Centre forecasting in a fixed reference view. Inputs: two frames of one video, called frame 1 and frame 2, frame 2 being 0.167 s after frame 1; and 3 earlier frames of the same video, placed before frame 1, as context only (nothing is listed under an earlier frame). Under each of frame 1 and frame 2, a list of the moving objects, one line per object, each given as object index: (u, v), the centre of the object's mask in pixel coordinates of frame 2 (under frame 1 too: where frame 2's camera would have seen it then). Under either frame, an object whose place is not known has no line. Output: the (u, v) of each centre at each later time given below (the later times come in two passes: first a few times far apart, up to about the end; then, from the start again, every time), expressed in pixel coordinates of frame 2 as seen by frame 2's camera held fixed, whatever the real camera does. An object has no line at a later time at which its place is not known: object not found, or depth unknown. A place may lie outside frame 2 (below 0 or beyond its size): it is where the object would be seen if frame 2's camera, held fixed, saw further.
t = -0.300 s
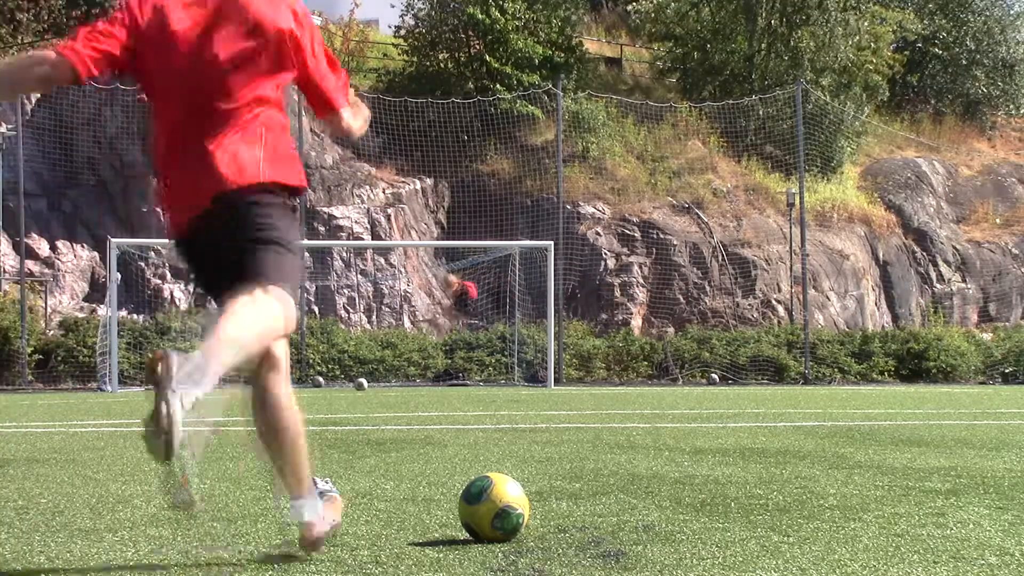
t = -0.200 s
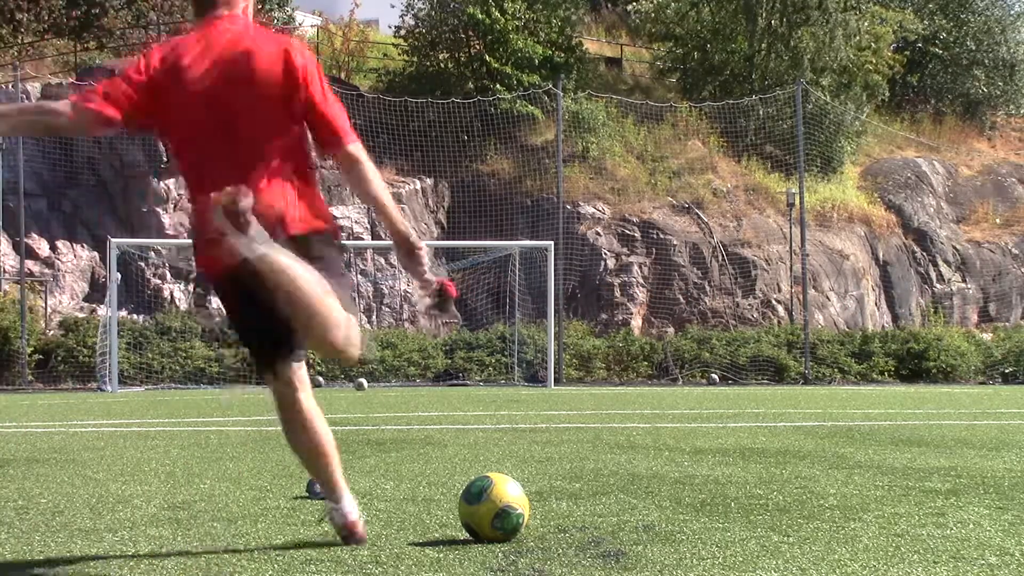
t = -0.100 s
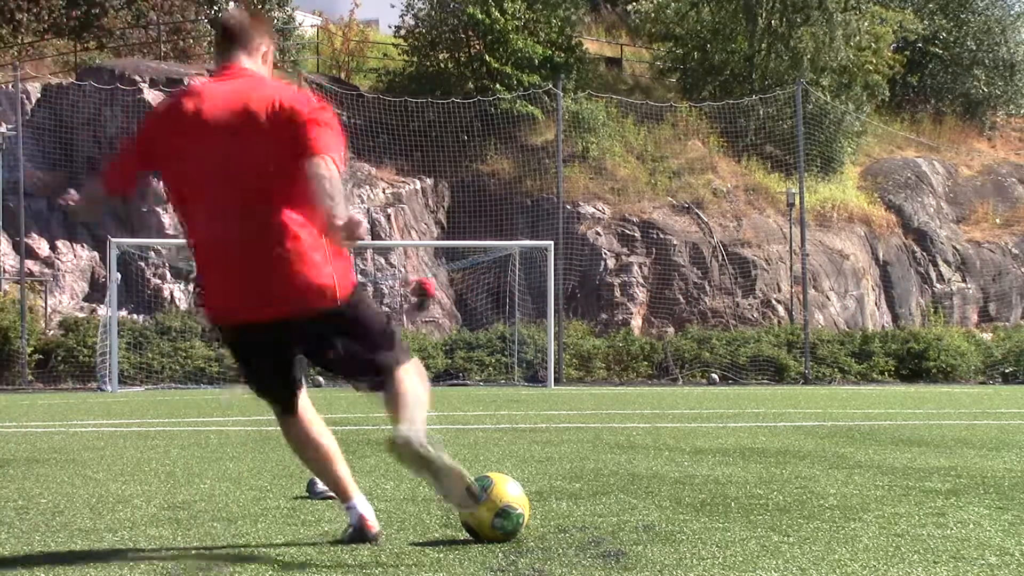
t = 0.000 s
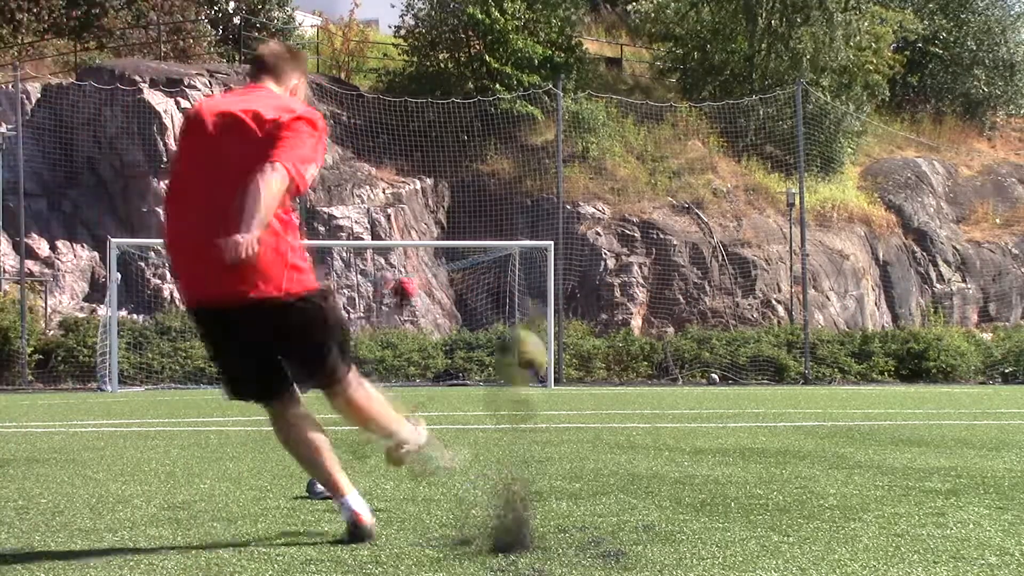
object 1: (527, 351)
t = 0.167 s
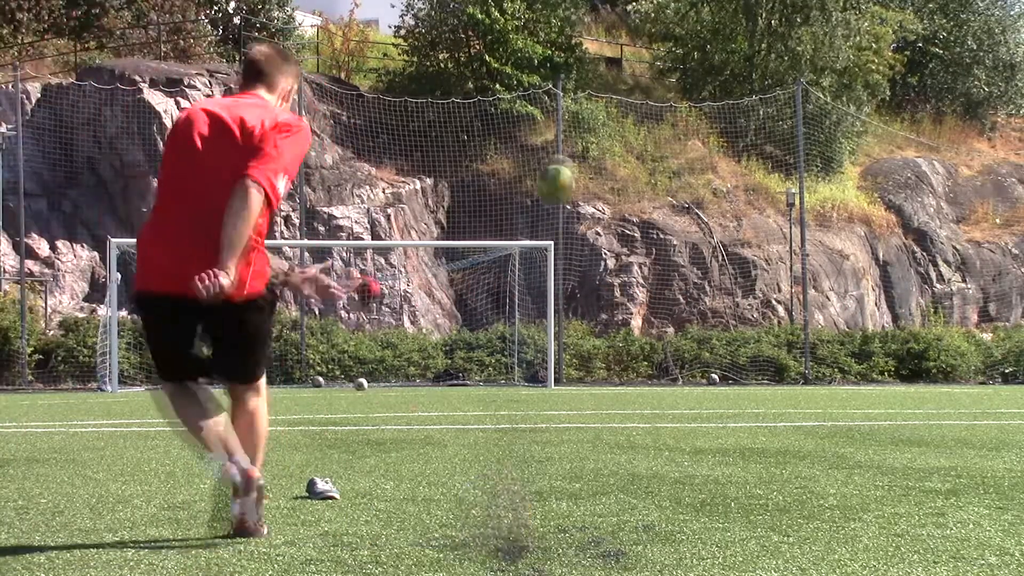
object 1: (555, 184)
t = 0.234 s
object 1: (566, 151)
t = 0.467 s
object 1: (584, 112)
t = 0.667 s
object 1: (586, 117)
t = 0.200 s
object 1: (562, 164)
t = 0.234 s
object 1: (566, 151)
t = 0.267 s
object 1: (569, 140)
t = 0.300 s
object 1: (572, 132)
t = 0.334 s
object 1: (575, 125)
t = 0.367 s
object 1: (576, 122)
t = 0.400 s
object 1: (581, 117)
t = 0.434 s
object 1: (582, 115)
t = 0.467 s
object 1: (584, 112)
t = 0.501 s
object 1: (586, 112)
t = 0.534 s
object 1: (586, 112)
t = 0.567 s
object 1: (587, 113)
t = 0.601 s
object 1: (586, 113)
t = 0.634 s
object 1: (587, 115)
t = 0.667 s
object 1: (586, 117)
